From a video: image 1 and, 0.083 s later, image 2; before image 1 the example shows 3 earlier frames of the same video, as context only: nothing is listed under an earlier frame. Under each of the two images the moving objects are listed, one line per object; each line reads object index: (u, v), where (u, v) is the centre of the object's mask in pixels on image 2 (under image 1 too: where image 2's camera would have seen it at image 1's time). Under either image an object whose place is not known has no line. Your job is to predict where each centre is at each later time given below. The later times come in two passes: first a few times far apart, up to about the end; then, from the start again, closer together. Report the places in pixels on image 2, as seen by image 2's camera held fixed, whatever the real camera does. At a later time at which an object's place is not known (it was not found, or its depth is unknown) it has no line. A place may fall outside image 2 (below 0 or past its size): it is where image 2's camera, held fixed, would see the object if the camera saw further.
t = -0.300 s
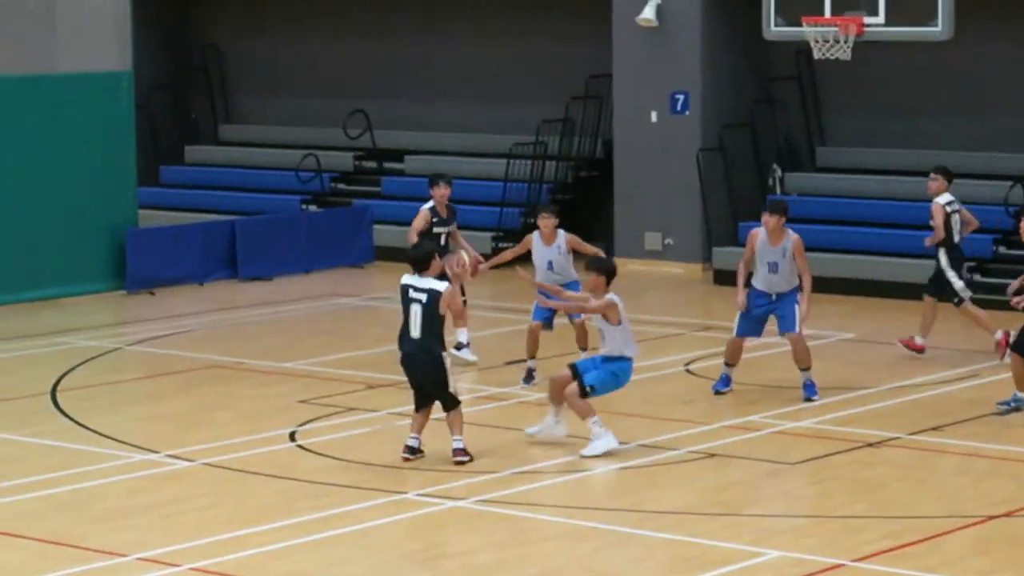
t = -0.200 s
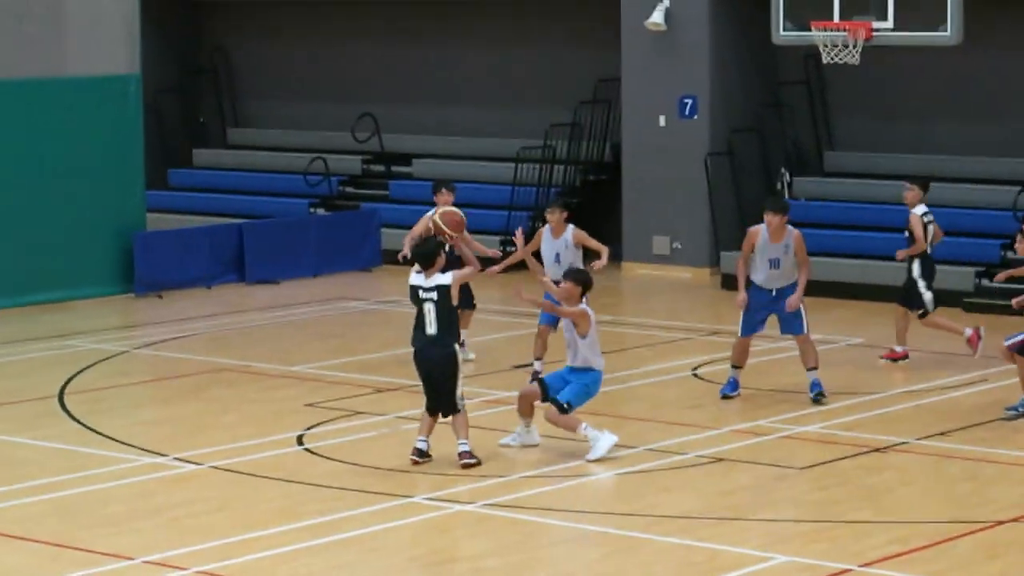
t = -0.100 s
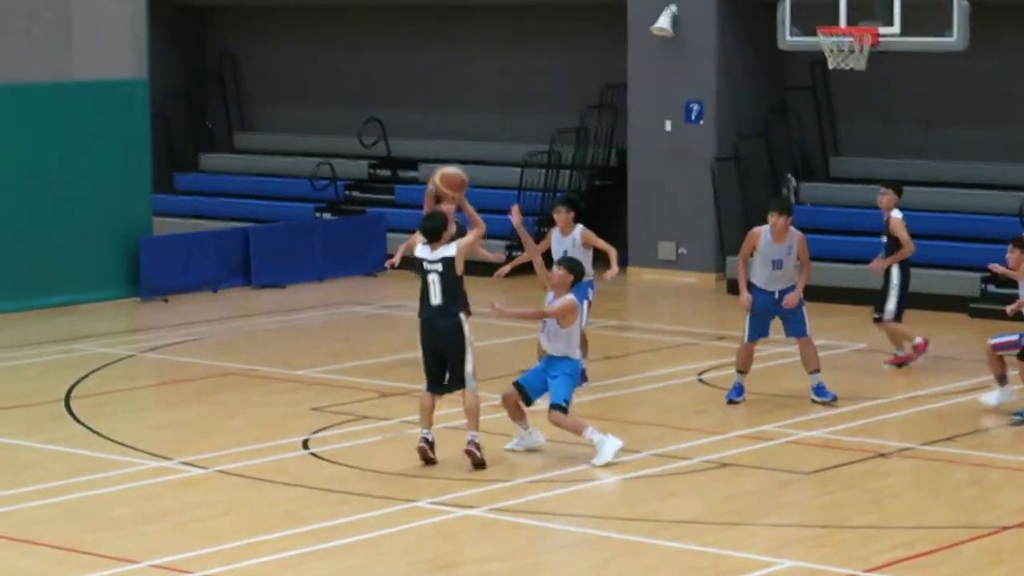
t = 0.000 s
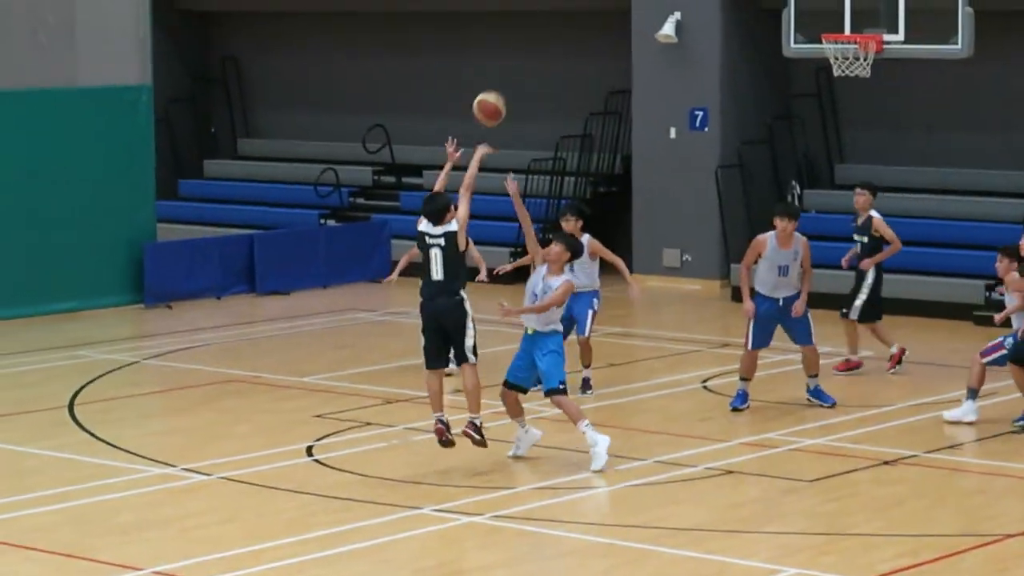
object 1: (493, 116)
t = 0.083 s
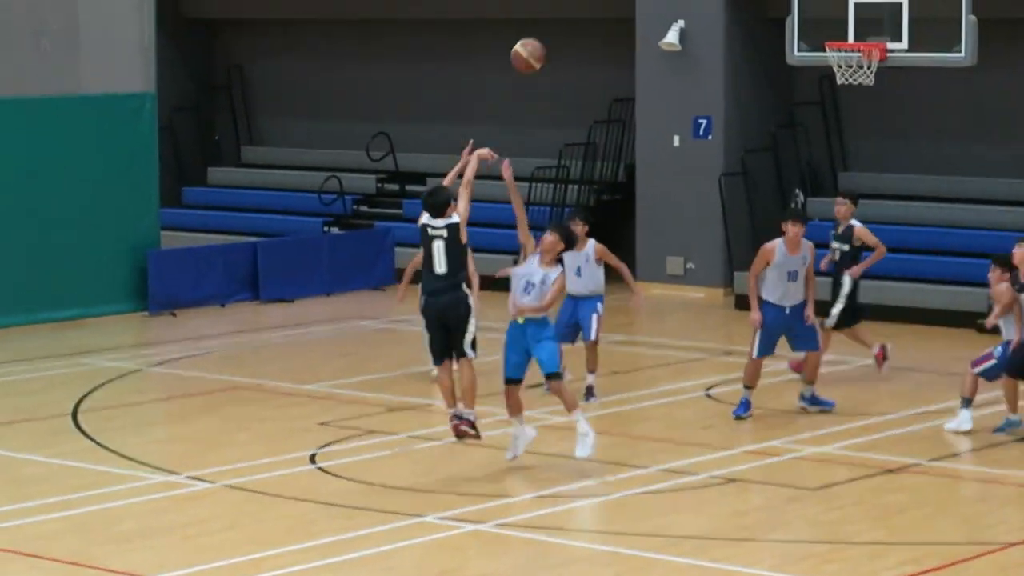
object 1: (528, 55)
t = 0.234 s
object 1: (587, -15)
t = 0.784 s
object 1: (784, -61)
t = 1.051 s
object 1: (858, 24)
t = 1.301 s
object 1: (880, -62)
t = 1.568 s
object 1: (903, -79)
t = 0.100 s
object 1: (535, 44)
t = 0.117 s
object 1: (542, 34)
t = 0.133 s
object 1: (549, 24)
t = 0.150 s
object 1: (555, 15)
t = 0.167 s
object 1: (562, 6)
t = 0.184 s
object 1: (568, 0)
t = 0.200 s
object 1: (575, -5)
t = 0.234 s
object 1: (587, -15)
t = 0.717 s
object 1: (762, -67)
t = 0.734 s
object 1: (768, -67)
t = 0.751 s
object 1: (775, -65)
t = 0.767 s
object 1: (780, -63)
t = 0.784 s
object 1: (784, -61)
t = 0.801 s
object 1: (791, -56)
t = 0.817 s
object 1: (795, -51)
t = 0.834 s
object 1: (800, -45)
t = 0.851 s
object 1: (805, -40)
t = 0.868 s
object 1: (810, -34)
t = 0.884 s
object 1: (814, -28)
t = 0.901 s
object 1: (820, -21)
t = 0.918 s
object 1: (825, -14)
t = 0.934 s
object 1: (829, -7)
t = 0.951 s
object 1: (835, 0)
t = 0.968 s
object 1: (838, 7)
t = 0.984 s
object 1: (843, 14)
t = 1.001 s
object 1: (848, 22)
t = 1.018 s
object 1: (854, 30)
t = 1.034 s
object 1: (856, 31)
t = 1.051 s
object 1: (858, 24)
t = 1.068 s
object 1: (859, 17)
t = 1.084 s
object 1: (860, 11)
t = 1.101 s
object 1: (862, 1)
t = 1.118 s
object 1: (863, -6)
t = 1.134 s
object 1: (865, -12)
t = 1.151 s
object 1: (866, -19)
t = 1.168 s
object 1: (868, -24)
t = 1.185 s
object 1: (870, -30)
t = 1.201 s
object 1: (871, -36)
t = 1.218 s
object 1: (873, -41)
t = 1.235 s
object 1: (875, -45)
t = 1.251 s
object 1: (876, -51)
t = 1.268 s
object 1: (878, -54)
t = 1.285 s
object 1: (879, -58)
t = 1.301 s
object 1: (880, -62)
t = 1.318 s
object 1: (881, -66)
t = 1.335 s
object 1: (883, -69)
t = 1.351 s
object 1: (884, -72)
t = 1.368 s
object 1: (886, -75)
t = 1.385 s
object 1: (887, -77)
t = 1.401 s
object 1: (889, -78)
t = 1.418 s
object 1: (890, -78)
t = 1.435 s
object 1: (891, -79)
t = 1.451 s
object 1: (893, -80)
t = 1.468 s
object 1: (894, -80)
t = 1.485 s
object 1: (895, -80)
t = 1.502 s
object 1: (897, -80)
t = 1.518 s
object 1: (899, -80)
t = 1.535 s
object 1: (900, -80)
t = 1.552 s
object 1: (902, -79)
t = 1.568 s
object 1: (903, -79)
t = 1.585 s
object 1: (905, -77)
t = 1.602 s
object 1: (907, -76)
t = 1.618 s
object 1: (909, -73)
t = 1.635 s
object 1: (910, -70)
